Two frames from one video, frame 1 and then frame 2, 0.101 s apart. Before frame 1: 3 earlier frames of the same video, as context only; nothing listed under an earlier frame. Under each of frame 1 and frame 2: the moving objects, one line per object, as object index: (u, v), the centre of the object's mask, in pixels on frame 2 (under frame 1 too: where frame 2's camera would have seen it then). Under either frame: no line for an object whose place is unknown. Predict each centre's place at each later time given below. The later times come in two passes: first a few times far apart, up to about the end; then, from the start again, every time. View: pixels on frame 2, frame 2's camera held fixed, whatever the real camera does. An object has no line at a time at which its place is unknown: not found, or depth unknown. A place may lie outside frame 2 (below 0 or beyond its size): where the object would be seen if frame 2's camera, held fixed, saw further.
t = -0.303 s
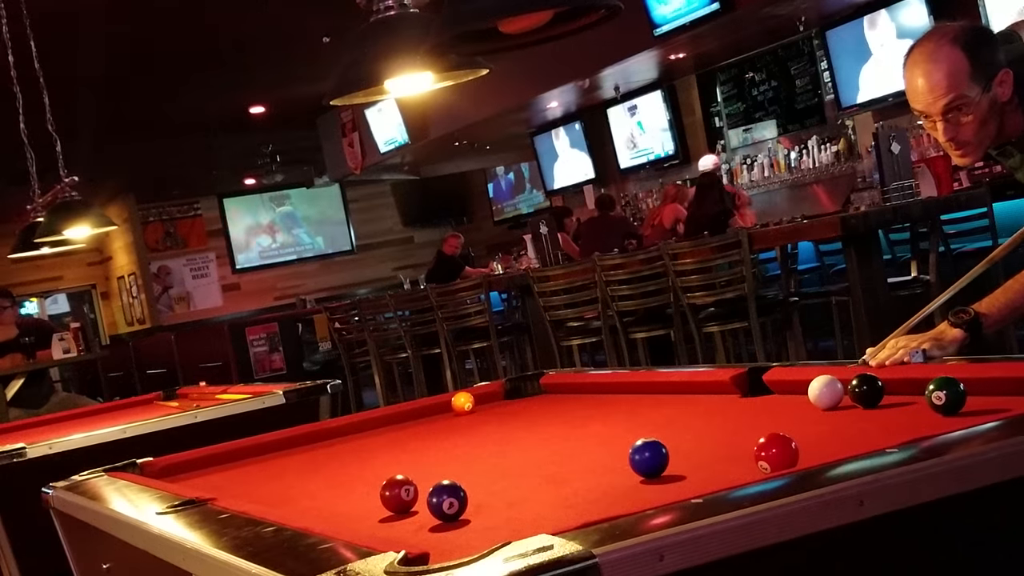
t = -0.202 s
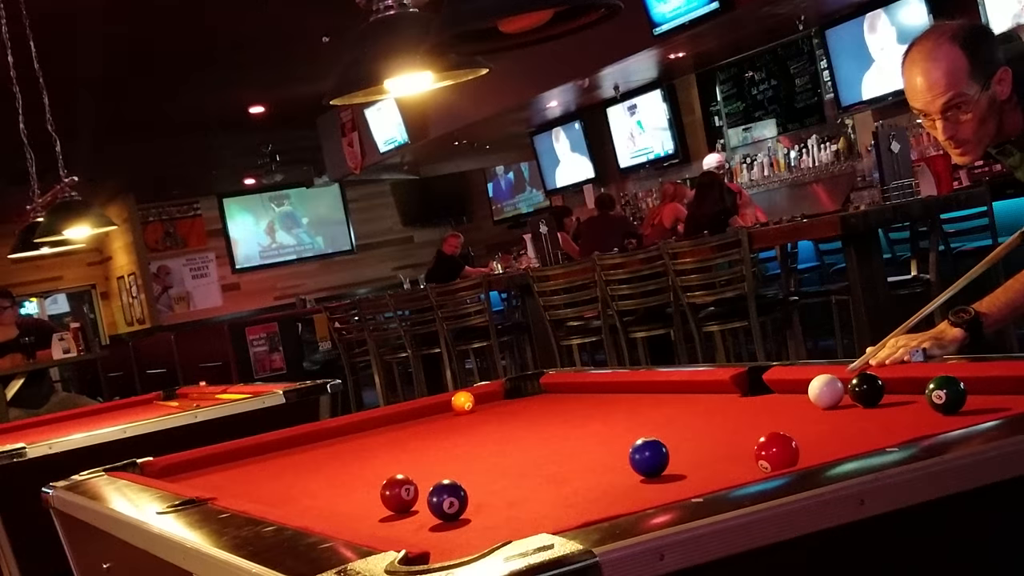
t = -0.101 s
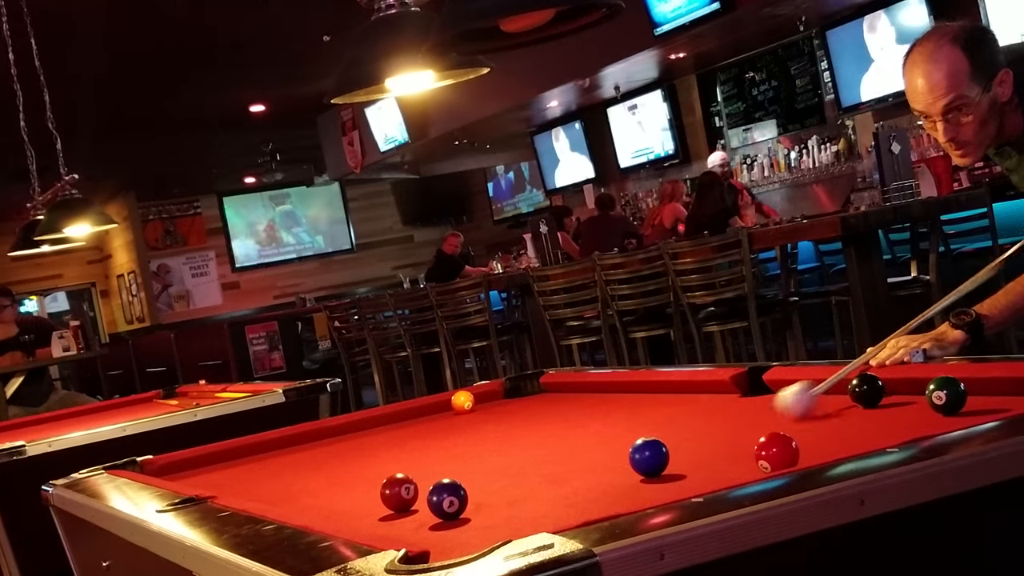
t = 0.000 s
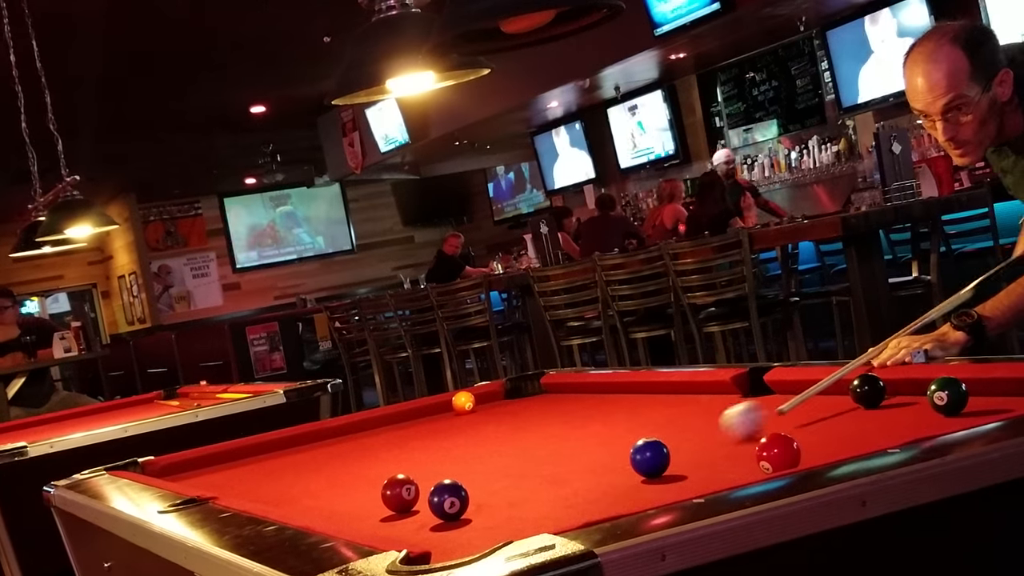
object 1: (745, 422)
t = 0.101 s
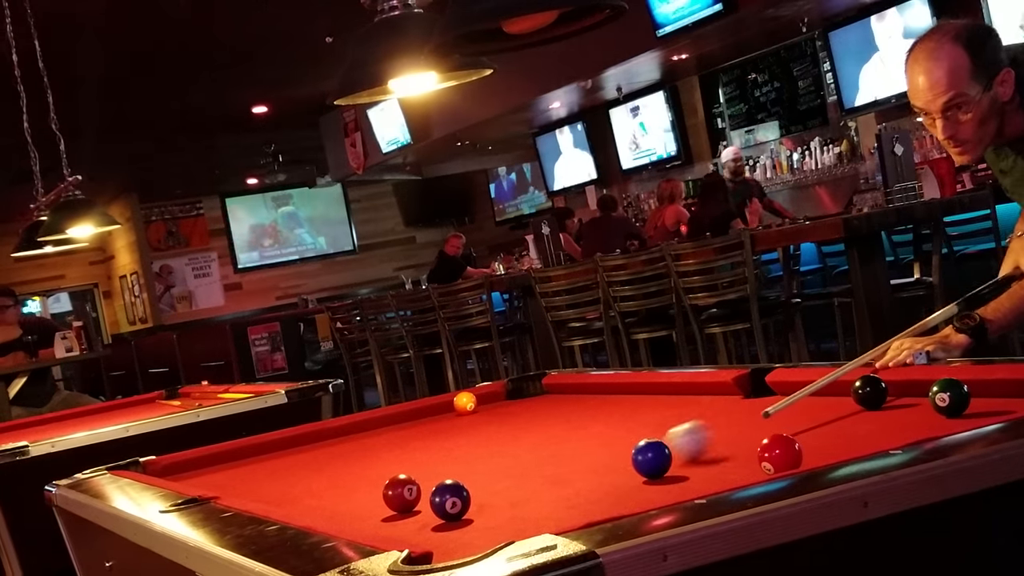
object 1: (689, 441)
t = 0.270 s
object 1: (619, 454)
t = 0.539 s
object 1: (512, 483)
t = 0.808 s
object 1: (445, 495)
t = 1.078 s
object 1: (399, 502)
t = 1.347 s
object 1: (357, 507)
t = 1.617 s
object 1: (321, 507)
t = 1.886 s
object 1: (317, 506)
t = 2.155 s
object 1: (324, 505)
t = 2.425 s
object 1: (330, 504)
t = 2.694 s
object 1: (334, 502)
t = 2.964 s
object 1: (338, 500)
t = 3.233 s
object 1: (342, 499)
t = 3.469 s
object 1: (344, 499)
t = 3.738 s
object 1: (342, 499)
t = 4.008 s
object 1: (343, 499)
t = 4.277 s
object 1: (343, 498)
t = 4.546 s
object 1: (343, 498)
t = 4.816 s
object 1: (343, 499)
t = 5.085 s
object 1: (343, 499)
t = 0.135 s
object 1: (676, 443)
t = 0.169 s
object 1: (661, 446)
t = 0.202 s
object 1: (647, 448)
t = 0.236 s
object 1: (633, 451)
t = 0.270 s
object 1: (619, 454)
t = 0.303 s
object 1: (604, 457)
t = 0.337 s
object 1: (591, 460)
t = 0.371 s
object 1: (577, 464)
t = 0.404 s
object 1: (564, 468)
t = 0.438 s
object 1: (551, 472)
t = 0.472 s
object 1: (537, 476)
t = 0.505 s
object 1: (525, 480)
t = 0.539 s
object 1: (512, 483)
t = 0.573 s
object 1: (498, 486)
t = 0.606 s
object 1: (486, 488)
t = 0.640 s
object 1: (478, 490)
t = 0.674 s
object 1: (471, 491)
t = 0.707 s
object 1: (464, 492)
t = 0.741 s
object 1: (458, 493)
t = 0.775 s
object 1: (452, 494)
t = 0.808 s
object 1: (445, 495)
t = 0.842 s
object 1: (439, 496)
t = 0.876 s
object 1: (433, 497)
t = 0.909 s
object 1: (427, 497)
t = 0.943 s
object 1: (421, 498)
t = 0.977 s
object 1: (415, 499)
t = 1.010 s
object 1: (410, 500)
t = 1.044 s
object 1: (404, 501)
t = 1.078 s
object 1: (399, 502)
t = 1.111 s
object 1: (395, 501)
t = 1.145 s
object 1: (391, 500)
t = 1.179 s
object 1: (385, 498)
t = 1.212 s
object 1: (376, 498)
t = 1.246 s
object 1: (368, 500)
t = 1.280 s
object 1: (364, 504)
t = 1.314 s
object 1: (361, 507)
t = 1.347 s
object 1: (357, 507)
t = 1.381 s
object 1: (352, 507)
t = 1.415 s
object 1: (347, 507)
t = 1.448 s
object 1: (343, 507)
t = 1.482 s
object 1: (338, 508)
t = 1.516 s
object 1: (334, 508)
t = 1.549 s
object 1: (329, 507)
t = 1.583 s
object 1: (324, 508)
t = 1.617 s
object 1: (321, 507)
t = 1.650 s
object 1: (316, 507)
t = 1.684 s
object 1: (312, 507)
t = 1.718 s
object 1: (312, 507)
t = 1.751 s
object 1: (313, 507)
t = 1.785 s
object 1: (314, 507)
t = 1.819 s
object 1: (315, 506)
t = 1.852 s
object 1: (316, 506)
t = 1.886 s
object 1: (317, 506)
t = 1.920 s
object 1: (318, 506)
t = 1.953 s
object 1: (318, 506)
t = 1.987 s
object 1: (319, 506)
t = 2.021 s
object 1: (320, 505)
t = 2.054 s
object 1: (321, 505)
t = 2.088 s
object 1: (322, 505)
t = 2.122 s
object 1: (323, 505)
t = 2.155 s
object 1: (324, 505)
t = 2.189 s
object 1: (325, 505)
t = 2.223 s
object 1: (326, 505)
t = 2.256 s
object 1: (326, 504)
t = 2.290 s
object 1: (327, 504)
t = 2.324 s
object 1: (328, 504)
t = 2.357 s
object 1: (329, 504)
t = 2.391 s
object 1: (329, 504)
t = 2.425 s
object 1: (330, 504)
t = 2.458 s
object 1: (331, 503)
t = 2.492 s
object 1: (331, 503)
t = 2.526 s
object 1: (332, 503)
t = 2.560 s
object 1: (332, 503)
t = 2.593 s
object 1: (333, 503)
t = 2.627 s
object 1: (333, 502)
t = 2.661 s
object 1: (334, 502)
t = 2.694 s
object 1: (334, 502)
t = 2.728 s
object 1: (335, 502)
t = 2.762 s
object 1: (335, 501)
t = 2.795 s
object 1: (336, 501)
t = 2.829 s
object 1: (337, 501)
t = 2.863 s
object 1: (337, 501)
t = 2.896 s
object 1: (337, 501)
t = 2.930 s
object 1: (338, 501)
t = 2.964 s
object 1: (338, 500)
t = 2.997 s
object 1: (339, 500)
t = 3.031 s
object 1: (339, 500)
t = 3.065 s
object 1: (340, 500)
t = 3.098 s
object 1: (340, 500)
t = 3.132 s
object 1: (341, 500)
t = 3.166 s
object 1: (341, 499)
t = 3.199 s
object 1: (342, 499)
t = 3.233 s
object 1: (342, 499)
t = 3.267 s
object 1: (343, 499)
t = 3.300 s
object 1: (343, 499)
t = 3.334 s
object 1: (344, 499)
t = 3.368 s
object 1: (344, 499)
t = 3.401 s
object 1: (344, 499)
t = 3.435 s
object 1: (344, 499)
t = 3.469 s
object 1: (344, 499)
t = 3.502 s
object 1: (344, 499)
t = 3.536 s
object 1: (343, 499)
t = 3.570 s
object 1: (343, 499)
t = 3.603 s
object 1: (343, 499)
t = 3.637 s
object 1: (342, 499)
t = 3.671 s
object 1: (342, 499)
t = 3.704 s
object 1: (342, 499)
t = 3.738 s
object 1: (342, 499)
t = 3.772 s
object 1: (342, 499)
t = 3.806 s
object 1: (343, 499)
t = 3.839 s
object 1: (343, 499)
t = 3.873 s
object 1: (343, 499)
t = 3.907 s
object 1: (343, 499)
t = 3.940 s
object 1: (343, 499)
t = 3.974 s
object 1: (343, 499)
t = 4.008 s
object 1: (343, 499)
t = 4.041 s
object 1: (343, 499)
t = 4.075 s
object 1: (343, 499)
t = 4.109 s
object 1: (343, 499)
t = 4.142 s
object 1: (343, 499)
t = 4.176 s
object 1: (343, 498)
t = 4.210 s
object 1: (343, 499)
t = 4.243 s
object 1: (343, 499)
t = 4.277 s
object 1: (343, 498)
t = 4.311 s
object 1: (343, 499)
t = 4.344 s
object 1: (343, 499)
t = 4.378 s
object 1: (343, 499)
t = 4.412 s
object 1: (343, 499)
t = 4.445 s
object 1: (343, 499)
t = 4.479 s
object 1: (343, 498)
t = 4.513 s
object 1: (343, 499)
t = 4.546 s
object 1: (343, 498)
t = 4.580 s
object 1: (343, 499)
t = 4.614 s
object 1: (343, 499)
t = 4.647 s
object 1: (343, 499)
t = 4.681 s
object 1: (343, 499)
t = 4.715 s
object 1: (343, 499)
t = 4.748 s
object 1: (343, 499)
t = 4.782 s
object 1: (343, 499)
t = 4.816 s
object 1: (343, 499)
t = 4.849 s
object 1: (343, 499)
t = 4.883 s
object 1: (343, 499)
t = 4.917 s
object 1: (343, 499)
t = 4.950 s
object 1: (342, 499)
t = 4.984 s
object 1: (343, 499)
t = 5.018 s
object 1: (343, 499)
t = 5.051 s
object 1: (343, 499)
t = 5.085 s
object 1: (343, 499)
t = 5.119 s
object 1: (343, 499)
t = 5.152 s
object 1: (342, 498)
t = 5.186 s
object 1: (342, 499)
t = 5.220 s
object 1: (342, 499)
